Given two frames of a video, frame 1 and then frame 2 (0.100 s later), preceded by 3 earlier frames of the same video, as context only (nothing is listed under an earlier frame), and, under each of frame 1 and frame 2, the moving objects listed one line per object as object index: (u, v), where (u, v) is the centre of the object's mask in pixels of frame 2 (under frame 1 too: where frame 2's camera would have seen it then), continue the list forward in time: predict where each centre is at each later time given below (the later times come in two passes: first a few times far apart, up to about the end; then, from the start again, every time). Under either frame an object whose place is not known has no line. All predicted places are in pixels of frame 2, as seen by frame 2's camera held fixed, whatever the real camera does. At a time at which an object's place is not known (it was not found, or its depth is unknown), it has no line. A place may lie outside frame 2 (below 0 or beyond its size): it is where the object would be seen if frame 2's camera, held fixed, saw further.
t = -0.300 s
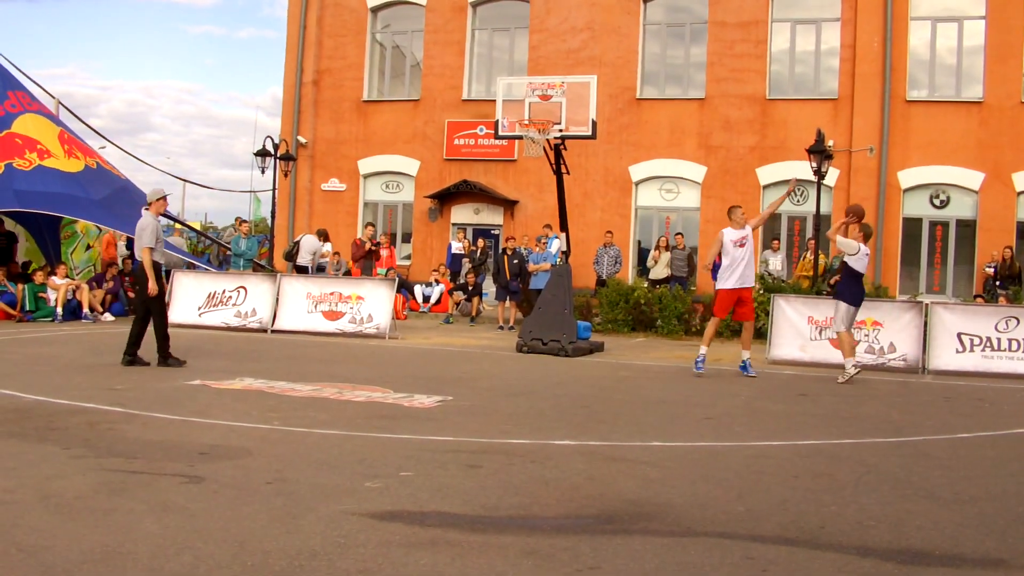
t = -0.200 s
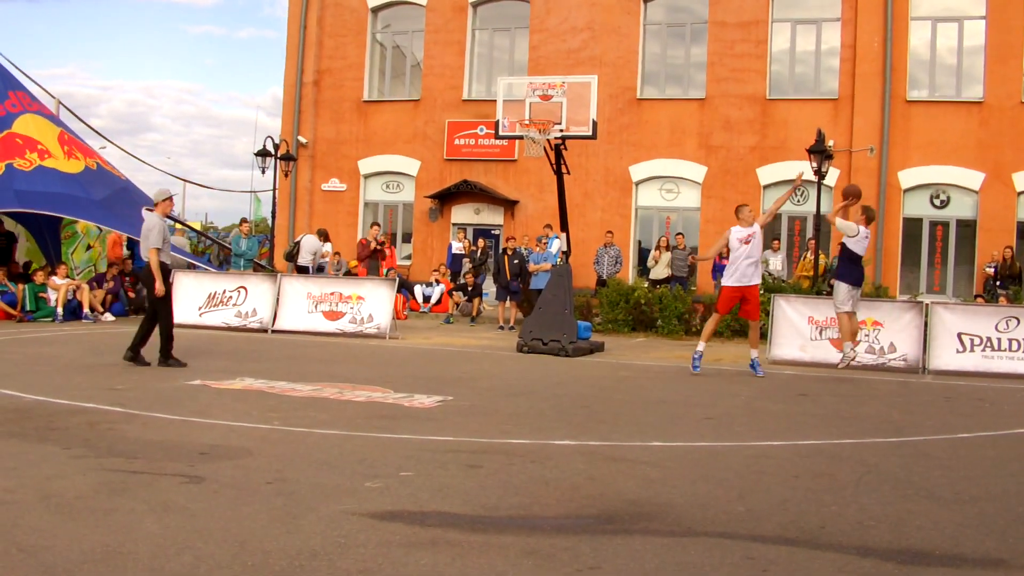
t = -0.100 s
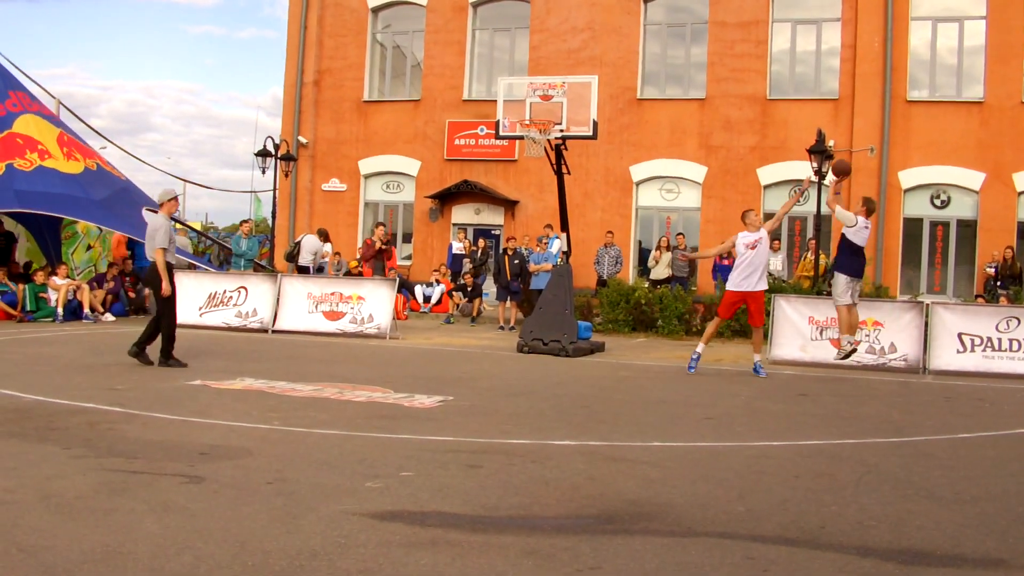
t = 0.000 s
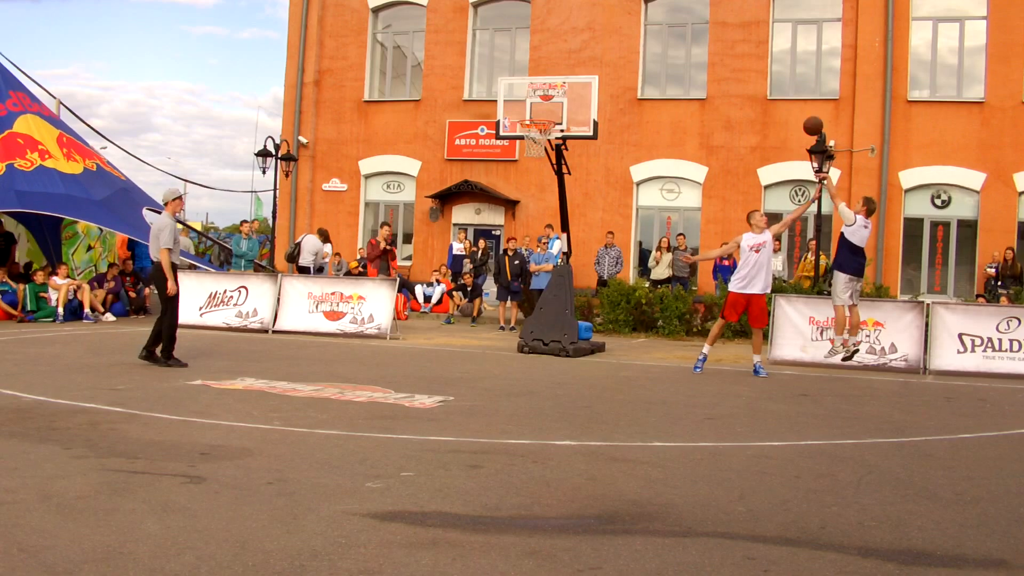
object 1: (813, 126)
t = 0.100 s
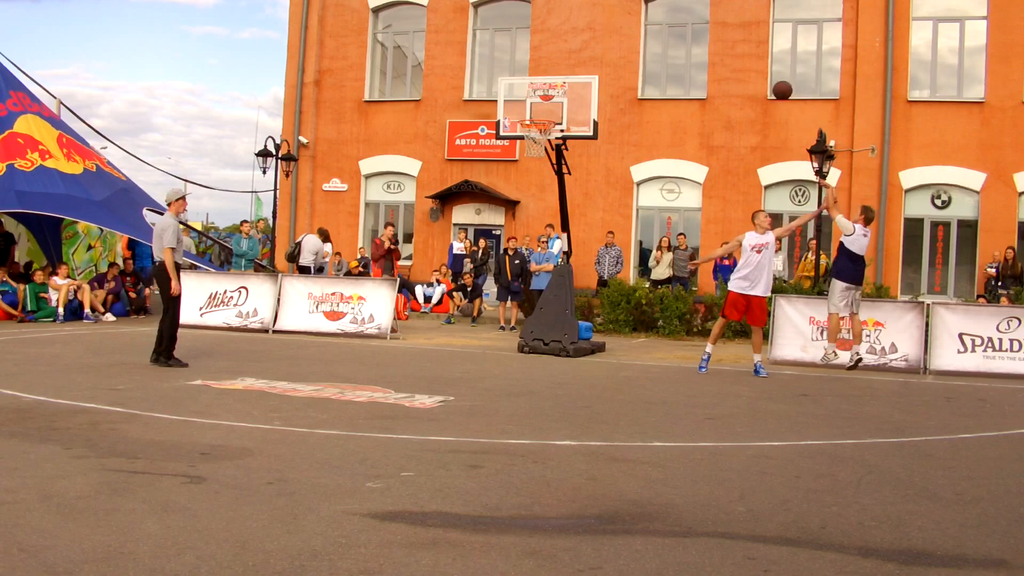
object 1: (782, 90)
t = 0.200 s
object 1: (752, 63)
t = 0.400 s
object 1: (691, 33)
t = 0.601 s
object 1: (632, 35)
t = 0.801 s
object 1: (573, 67)
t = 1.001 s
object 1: (526, 110)
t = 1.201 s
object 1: (534, 92)
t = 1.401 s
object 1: (541, 105)
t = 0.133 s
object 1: (772, 80)
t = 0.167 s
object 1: (762, 71)
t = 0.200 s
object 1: (752, 63)
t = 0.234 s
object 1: (742, 56)
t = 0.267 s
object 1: (732, 49)
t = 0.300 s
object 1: (722, 44)
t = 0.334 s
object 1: (712, 40)
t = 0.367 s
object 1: (702, 36)
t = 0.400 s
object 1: (691, 33)
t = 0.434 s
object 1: (682, 31)
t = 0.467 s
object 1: (672, 30)
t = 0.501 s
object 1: (662, 30)
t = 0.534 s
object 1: (652, 31)
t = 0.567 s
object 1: (642, 32)
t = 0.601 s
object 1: (632, 35)
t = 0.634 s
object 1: (622, 38)
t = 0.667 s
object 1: (612, 42)
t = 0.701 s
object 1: (603, 47)
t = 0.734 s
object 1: (593, 52)
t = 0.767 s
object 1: (583, 59)
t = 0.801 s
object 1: (573, 67)
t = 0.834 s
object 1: (564, 74)
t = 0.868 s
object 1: (554, 84)
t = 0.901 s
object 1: (544, 94)
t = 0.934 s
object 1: (534, 104)
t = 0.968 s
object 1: (525, 113)
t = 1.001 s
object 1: (526, 110)
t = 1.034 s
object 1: (527, 105)
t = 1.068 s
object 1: (529, 101)
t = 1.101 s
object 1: (530, 98)
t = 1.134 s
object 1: (532, 95)
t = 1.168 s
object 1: (533, 94)
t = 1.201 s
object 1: (534, 92)
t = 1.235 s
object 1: (535, 92)
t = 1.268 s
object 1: (536, 93)
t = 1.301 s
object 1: (537, 95)
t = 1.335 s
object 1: (538, 97)
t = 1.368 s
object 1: (539, 101)
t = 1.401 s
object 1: (541, 105)
